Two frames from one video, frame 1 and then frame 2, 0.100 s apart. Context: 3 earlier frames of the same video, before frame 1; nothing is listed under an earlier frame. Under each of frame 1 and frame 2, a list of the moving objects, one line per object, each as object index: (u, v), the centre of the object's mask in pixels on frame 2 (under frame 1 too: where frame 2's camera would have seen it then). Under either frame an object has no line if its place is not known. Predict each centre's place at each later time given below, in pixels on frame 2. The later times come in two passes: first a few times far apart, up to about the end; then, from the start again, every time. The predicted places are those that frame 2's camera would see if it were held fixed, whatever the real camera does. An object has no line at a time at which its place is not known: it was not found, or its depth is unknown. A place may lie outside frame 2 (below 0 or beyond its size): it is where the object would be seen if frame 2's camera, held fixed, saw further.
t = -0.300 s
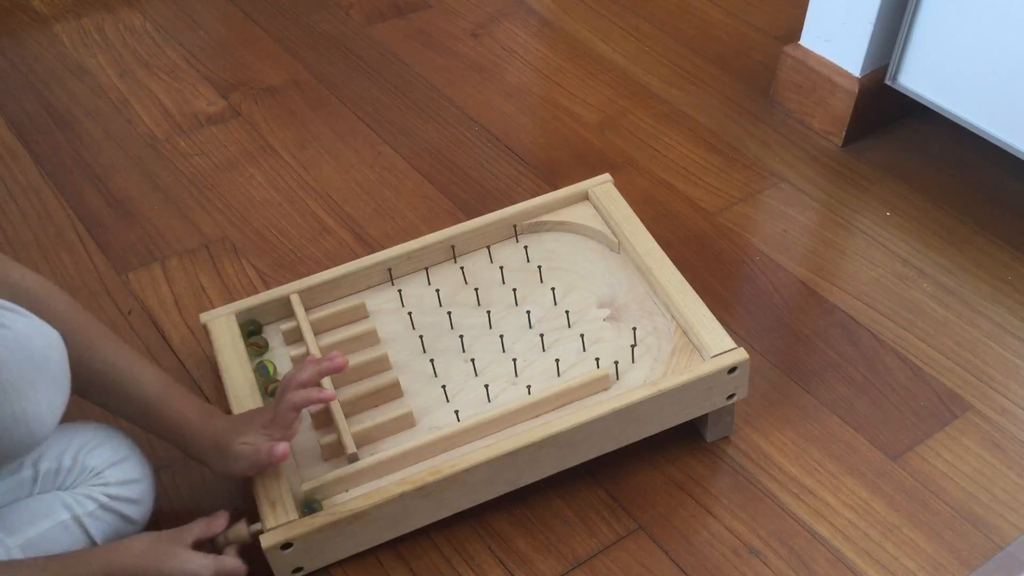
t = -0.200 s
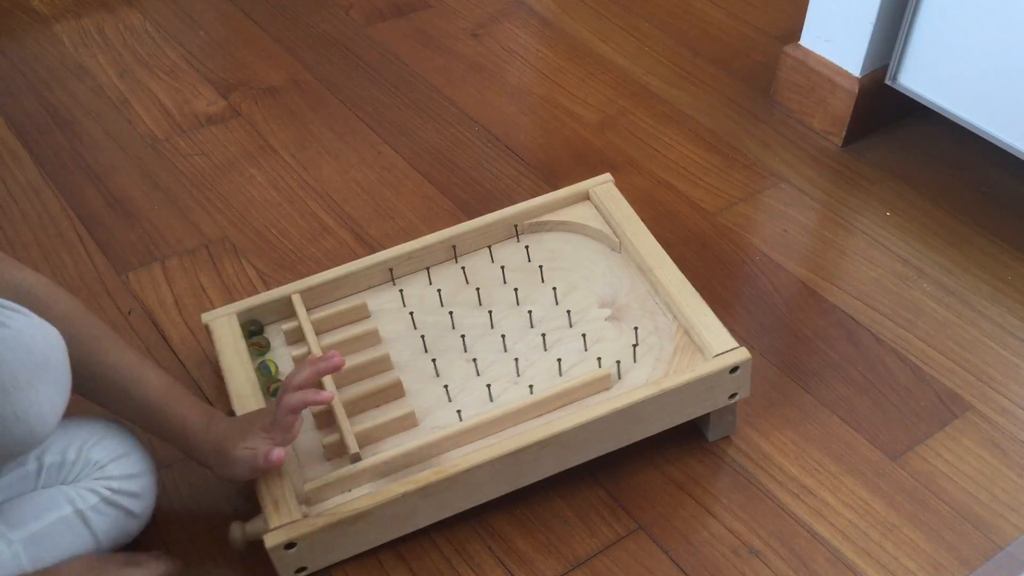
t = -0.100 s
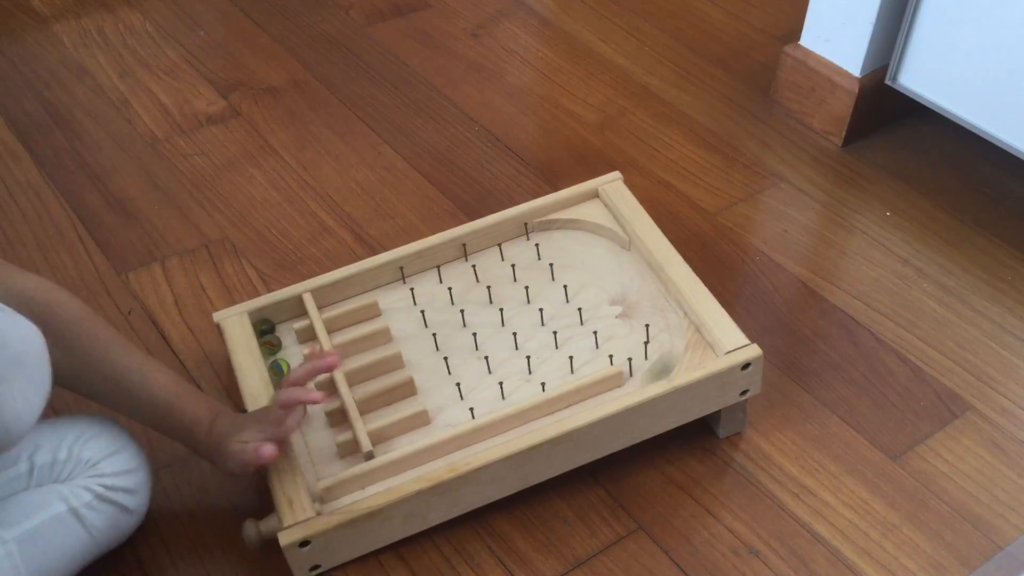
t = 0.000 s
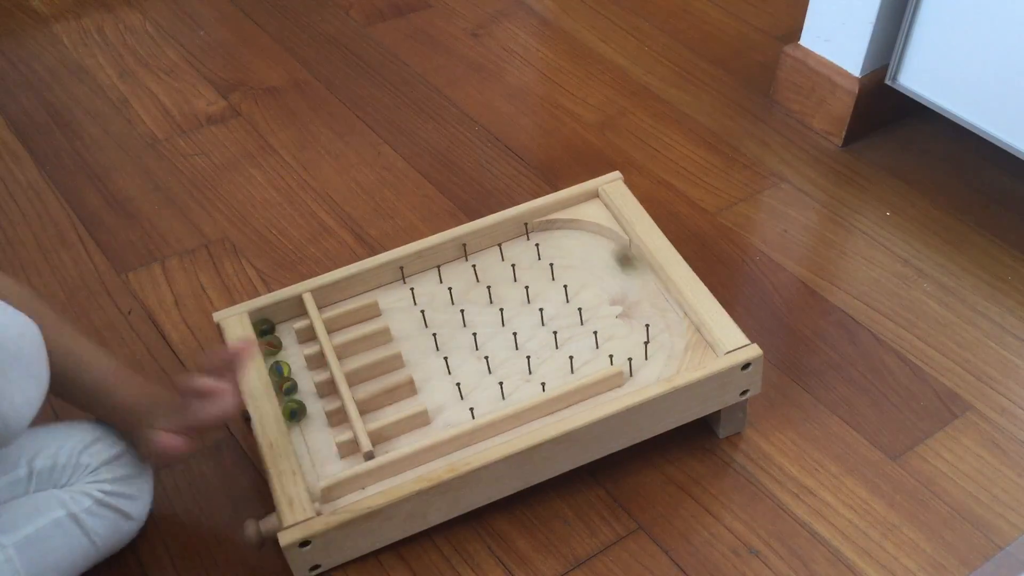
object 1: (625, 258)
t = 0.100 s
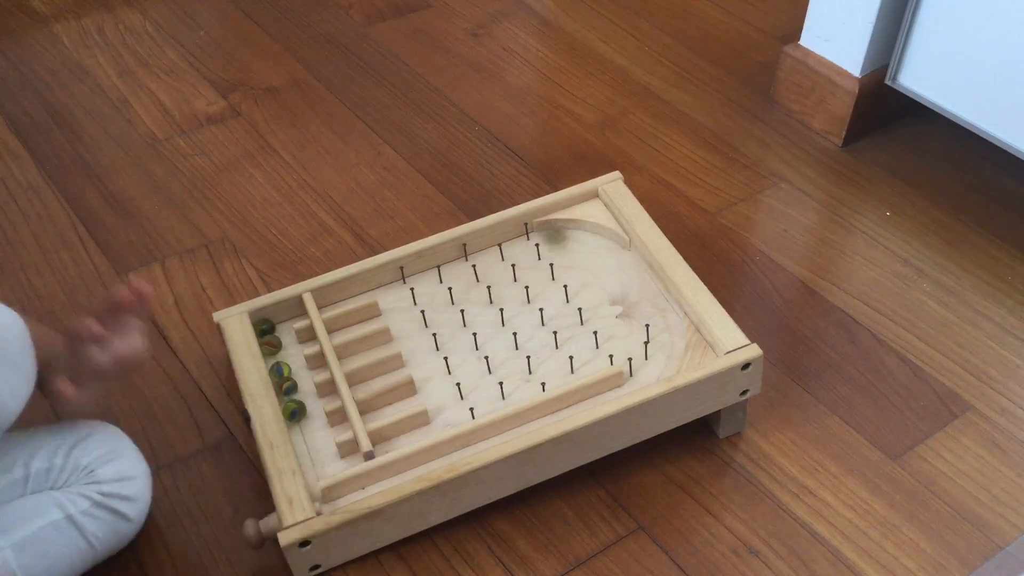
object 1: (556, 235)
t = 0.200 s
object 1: (629, 261)
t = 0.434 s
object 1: (627, 339)
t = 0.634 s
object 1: (604, 326)
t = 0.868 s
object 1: (507, 326)
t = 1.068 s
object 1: (440, 383)
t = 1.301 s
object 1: (385, 406)
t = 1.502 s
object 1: (371, 411)
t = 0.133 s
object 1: (588, 244)
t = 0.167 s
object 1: (617, 252)
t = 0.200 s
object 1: (629, 261)
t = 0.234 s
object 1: (629, 272)
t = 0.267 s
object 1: (627, 284)
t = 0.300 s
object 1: (624, 295)
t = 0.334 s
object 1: (620, 307)
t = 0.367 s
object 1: (613, 322)
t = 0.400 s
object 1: (609, 334)
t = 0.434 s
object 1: (627, 339)
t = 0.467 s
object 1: (637, 342)
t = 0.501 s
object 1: (633, 336)
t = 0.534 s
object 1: (628, 333)
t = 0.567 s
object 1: (622, 330)
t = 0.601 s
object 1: (614, 328)
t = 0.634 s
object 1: (604, 326)
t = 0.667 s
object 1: (594, 326)
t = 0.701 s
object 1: (582, 326)
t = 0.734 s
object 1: (568, 327)
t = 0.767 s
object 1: (552, 327)
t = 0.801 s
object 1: (536, 331)
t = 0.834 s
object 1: (519, 331)
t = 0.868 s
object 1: (507, 326)
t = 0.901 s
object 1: (501, 335)
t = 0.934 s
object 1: (492, 343)
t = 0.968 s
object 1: (482, 352)
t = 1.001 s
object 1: (469, 363)
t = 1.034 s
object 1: (456, 373)
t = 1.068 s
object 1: (440, 383)
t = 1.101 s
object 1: (423, 395)
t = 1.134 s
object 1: (403, 402)
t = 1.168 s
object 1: (380, 410)
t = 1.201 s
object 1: (376, 411)
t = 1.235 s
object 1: (383, 407)
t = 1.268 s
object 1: (385, 406)
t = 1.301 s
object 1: (385, 406)
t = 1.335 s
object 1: (384, 407)
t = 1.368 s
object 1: (381, 408)
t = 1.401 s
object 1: (376, 410)
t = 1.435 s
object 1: (370, 411)
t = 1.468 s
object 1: (371, 411)
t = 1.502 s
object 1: (371, 411)
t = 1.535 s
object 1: (370, 412)
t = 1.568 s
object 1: (370, 412)
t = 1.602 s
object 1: (370, 412)
